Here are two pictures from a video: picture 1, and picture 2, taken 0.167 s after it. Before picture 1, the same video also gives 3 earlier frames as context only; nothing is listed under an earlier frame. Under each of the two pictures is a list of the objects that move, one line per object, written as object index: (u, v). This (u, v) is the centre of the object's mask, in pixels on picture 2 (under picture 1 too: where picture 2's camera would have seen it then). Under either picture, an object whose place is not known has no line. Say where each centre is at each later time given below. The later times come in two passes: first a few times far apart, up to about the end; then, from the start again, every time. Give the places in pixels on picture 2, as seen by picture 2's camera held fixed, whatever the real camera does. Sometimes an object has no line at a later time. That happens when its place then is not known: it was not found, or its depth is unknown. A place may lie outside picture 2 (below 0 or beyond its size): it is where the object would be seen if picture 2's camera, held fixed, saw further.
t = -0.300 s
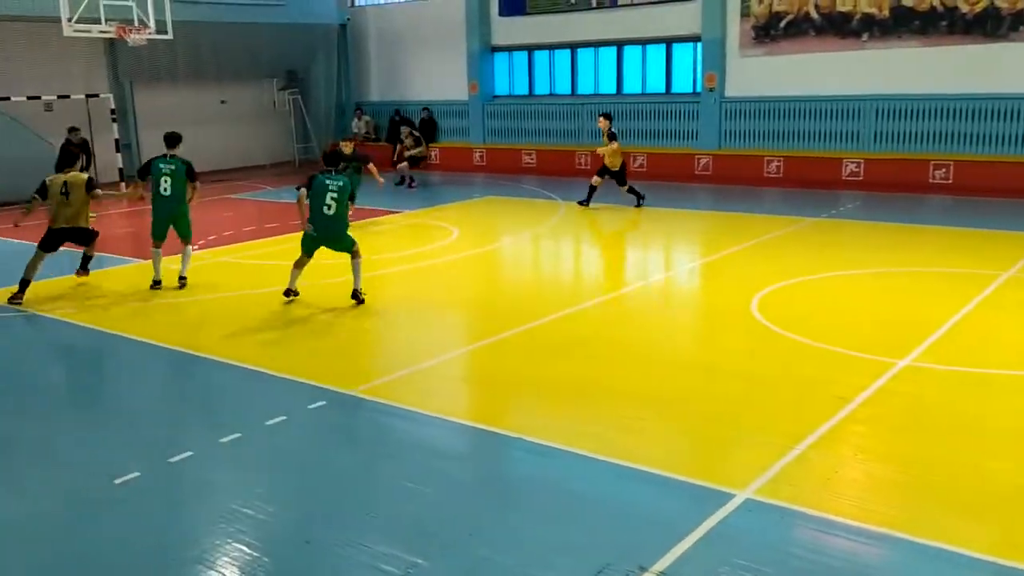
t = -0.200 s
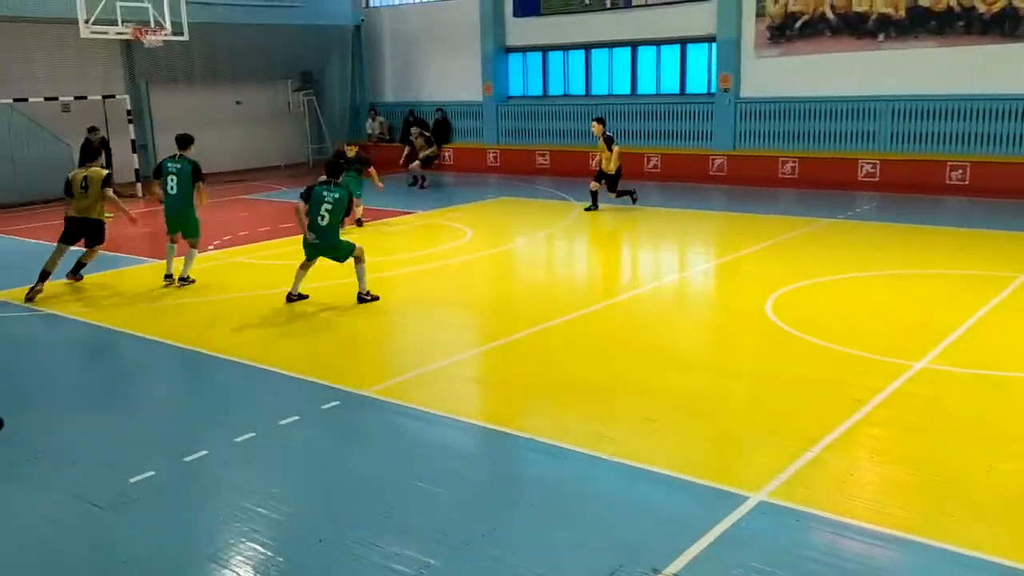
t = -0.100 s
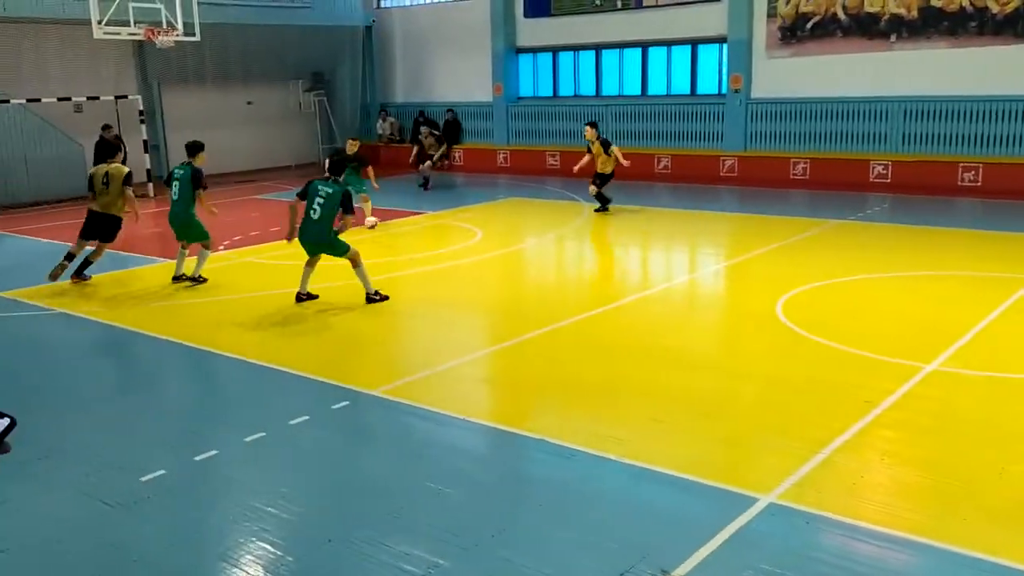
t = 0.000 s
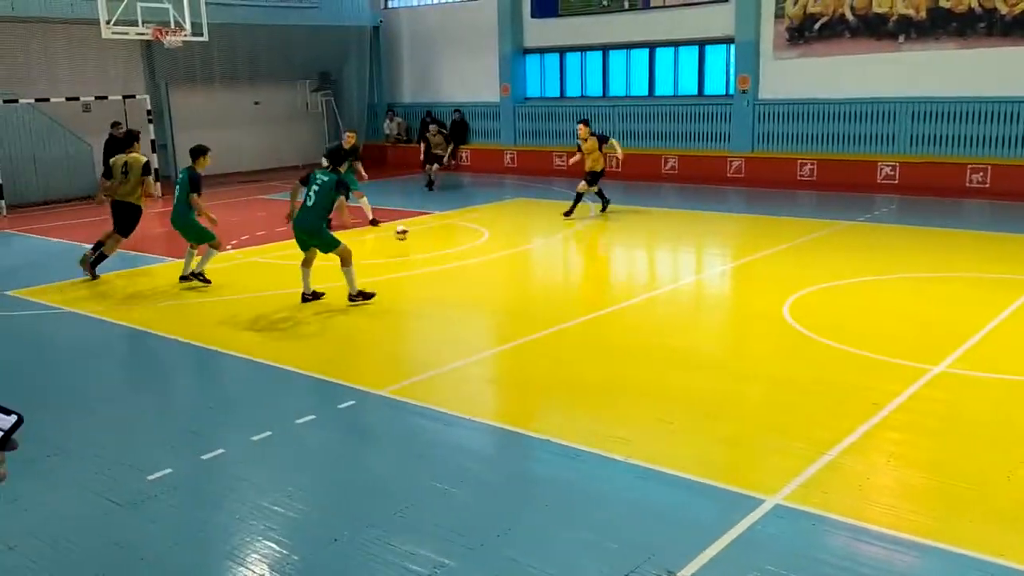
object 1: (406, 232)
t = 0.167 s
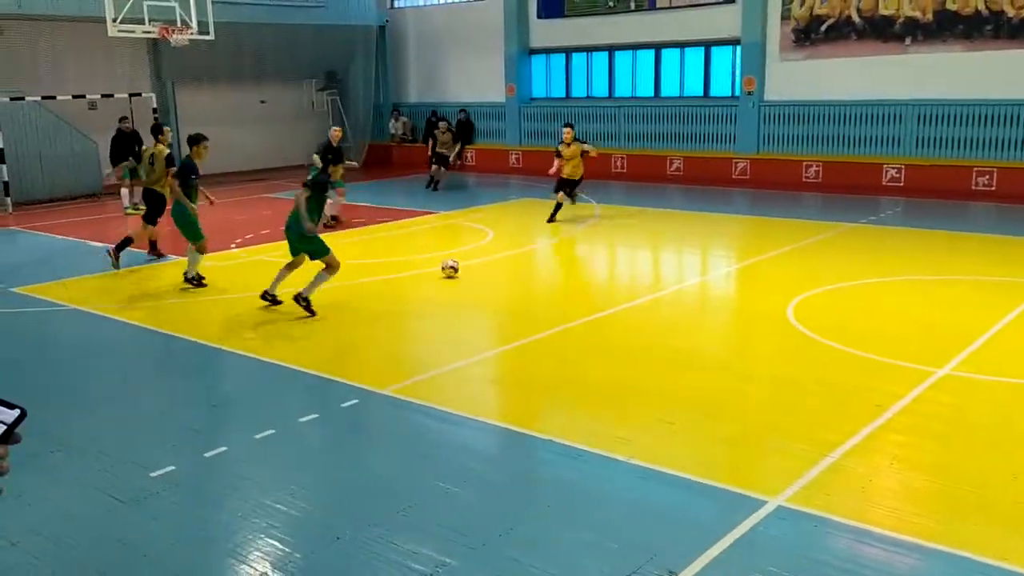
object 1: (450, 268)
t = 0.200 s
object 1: (458, 270)
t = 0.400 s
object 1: (521, 301)
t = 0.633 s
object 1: (600, 339)
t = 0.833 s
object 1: (682, 377)
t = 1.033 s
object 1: (785, 421)
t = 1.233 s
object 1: (925, 492)
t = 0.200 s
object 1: (458, 270)
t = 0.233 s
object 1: (467, 271)
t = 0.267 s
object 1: (477, 274)
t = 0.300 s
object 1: (488, 278)
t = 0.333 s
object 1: (498, 284)
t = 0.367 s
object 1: (509, 291)
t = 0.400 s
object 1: (521, 301)
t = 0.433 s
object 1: (531, 306)
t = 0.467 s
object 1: (542, 308)
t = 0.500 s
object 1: (553, 313)
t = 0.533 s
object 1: (564, 319)
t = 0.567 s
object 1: (577, 327)
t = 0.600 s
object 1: (589, 333)
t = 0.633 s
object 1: (600, 339)
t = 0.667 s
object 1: (613, 346)
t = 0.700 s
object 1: (626, 350)
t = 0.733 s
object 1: (639, 356)
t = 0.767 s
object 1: (653, 363)
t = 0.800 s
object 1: (668, 369)
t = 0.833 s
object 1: (682, 377)
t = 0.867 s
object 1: (697, 383)
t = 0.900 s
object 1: (713, 391)
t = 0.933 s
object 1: (730, 399)
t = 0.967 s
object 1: (747, 407)
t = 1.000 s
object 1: (766, 414)
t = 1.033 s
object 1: (785, 421)
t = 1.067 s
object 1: (805, 432)
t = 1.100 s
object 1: (826, 445)
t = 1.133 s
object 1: (849, 454)
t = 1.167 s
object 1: (873, 465)
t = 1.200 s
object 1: (899, 480)
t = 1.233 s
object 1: (925, 492)
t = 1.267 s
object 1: (953, 502)
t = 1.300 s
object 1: (983, 516)
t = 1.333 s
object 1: (1016, 537)
